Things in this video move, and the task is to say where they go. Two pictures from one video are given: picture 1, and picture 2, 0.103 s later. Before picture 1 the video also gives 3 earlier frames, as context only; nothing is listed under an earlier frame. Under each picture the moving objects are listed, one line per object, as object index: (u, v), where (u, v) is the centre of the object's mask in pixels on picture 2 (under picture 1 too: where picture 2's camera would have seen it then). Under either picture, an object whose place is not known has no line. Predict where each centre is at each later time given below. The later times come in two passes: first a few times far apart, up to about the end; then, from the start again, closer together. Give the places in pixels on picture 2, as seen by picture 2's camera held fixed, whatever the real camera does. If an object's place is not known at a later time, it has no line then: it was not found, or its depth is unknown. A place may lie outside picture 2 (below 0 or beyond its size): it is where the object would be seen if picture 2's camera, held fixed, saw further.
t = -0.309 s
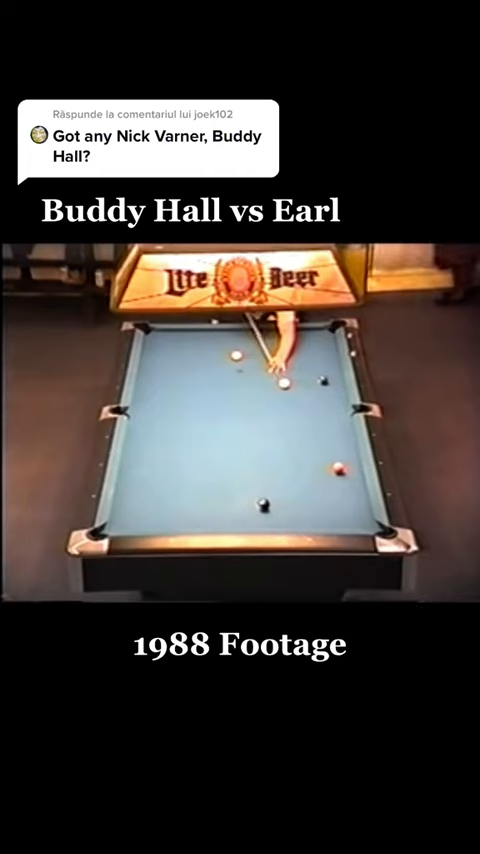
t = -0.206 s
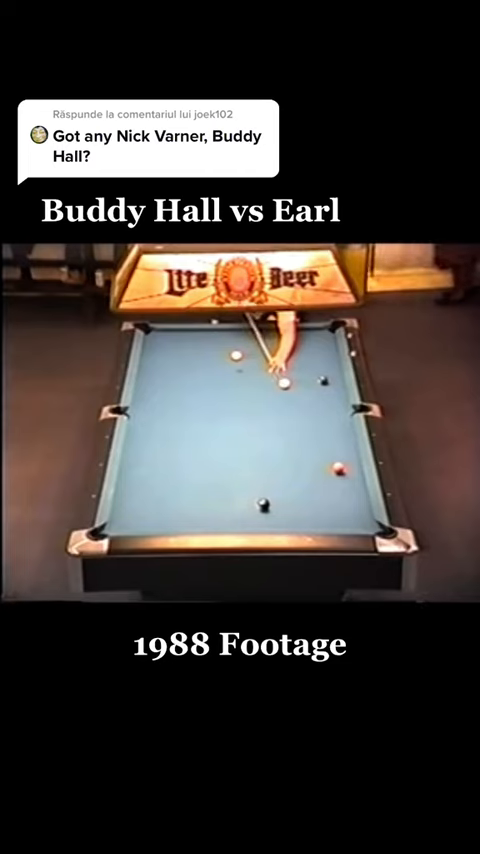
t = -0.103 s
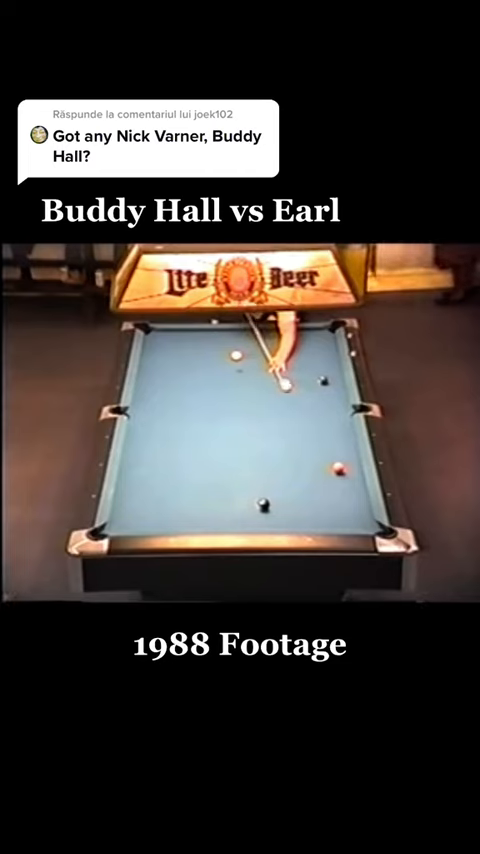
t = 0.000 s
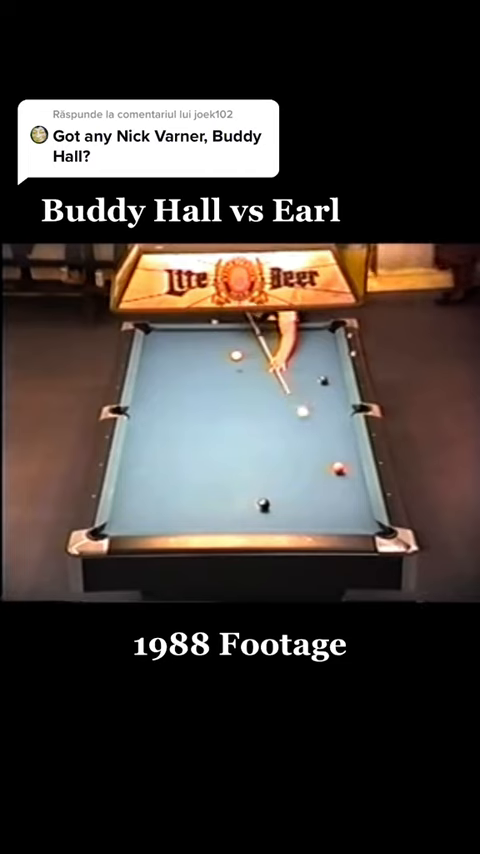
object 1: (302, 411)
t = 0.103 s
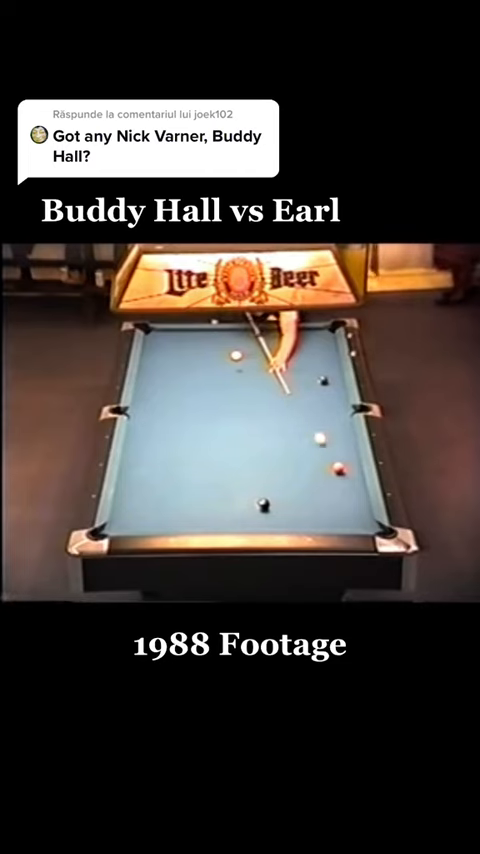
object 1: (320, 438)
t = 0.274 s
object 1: (337, 463)
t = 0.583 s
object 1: (336, 456)
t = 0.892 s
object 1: (335, 451)
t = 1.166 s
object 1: (334, 446)
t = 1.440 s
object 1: (334, 443)
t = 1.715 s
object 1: (334, 441)
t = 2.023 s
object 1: (333, 439)
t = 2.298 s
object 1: (333, 438)
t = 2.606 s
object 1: (333, 438)
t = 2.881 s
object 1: (333, 438)
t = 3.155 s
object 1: (333, 438)
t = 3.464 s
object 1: (333, 438)
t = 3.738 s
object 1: (332, 437)
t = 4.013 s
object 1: (332, 437)
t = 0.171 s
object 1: (331, 456)
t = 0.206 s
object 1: (335, 461)
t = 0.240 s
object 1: (336, 463)
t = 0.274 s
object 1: (337, 463)
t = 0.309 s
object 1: (337, 462)
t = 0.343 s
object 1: (337, 461)
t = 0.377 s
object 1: (337, 460)
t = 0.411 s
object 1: (337, 460)
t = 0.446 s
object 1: (337, 459)
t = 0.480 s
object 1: (337, 458)
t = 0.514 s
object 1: (336, 457)
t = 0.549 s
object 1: (336, 456)
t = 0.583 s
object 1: (336, 456)
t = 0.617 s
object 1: (336, 455)
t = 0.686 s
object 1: (336, 454)
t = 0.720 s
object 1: (336, 453)
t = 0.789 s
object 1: (336, 452)
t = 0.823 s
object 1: (335, 451)
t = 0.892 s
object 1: (335, 451)
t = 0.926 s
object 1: (335, 450)
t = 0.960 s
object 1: (335, 449)
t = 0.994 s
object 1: (335, 449)
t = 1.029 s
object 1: (335, 448)
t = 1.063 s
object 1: (335, 448)
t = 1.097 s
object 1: (335, 447)
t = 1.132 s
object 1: (335, 446)
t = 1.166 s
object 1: (334, 446)
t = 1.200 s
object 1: (334, 446)
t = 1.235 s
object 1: (335, 445)
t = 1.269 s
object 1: (334, 445)
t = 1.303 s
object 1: (334, 444)
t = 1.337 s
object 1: (334, 444)
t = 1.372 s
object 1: (334, 443)
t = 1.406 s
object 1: (334, 443)
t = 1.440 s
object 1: (334, 443)
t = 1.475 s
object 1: (334, 442)
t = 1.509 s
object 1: (334, 442)
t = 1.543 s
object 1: (334, 442)
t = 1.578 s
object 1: (334, 441)
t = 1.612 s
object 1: (334, 441)
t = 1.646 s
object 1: (334, 441)
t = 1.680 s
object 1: (334, 441)
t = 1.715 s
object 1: (334, 441)
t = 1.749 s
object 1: (334, 441)
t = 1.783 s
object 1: (333, 440)
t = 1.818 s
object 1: (333, 440)
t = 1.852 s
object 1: (333, 440)
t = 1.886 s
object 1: (333, 440)
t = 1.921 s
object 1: (333, 439)
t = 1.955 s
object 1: (333, 439)
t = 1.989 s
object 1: (333, 439)
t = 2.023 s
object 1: (333, 439)
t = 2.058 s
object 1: (333, 439)
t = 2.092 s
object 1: (333, 439)
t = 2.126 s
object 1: (333, 438)
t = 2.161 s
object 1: (333, 438)
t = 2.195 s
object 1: (333, 438)
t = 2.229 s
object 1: (333, 438)
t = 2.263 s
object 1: (333, 438)
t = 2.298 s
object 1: (333, 438)
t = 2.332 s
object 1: (333, 438)
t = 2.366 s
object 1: (333, 438)
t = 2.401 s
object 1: (333, 438)
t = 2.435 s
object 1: (333, 438)
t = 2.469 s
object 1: (333, 438)
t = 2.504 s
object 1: (333, 438)
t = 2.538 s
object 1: (333, 438)
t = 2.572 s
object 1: (333, 438)
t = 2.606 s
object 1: (333, 438)
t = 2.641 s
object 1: (333, 438)
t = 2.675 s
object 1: (333, 438)
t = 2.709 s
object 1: (333, 438)
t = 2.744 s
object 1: (333, 438)
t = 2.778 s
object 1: (333, 438)
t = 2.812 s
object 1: (333, 438)
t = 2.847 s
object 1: (333, 438)
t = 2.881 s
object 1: (333, 438)
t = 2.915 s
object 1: (333, 438)
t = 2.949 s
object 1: (333, 438)
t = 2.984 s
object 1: (333, 438)
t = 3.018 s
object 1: (333, 438)
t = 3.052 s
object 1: (333, 438)
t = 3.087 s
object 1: (333, 438)
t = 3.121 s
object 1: (333, 438)
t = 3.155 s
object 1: (333, 438)
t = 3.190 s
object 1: (333, 438)
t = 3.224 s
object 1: (333, 438)
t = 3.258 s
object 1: (333, 438)
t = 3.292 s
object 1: (333, 438)
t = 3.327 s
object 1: (333, 438)
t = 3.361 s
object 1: (333, 438)
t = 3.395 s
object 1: (333, 438)
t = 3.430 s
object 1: (333, 438)
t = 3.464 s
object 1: (333, 438)
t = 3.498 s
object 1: (333, 438)
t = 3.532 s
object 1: (333, 438)
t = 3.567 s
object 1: (332, 437)
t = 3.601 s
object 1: (332, 437)
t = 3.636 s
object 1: (332, 437)
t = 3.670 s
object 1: (332, 437)
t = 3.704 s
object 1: (332, 437)
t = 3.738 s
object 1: (332, 437)
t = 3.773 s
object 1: (332, 437)
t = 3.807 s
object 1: (332, 437)
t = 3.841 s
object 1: (332, 437)
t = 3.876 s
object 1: (332, 437)
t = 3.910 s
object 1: (332, 437)
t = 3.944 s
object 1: (332, 437)
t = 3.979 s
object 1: (332, 437)
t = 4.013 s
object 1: (332, 437)
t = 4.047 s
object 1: (332, 437)
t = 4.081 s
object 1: (332, 437)
